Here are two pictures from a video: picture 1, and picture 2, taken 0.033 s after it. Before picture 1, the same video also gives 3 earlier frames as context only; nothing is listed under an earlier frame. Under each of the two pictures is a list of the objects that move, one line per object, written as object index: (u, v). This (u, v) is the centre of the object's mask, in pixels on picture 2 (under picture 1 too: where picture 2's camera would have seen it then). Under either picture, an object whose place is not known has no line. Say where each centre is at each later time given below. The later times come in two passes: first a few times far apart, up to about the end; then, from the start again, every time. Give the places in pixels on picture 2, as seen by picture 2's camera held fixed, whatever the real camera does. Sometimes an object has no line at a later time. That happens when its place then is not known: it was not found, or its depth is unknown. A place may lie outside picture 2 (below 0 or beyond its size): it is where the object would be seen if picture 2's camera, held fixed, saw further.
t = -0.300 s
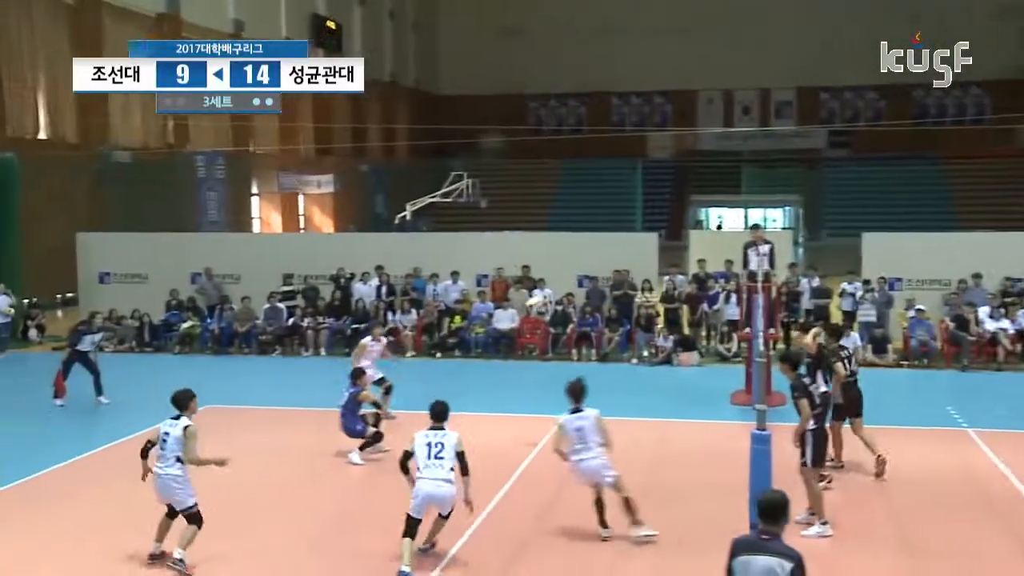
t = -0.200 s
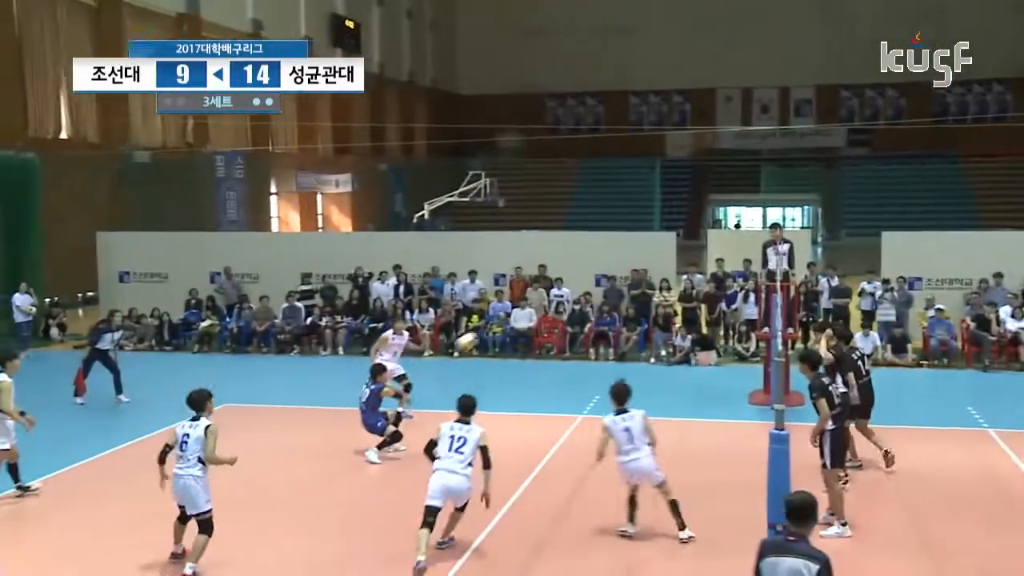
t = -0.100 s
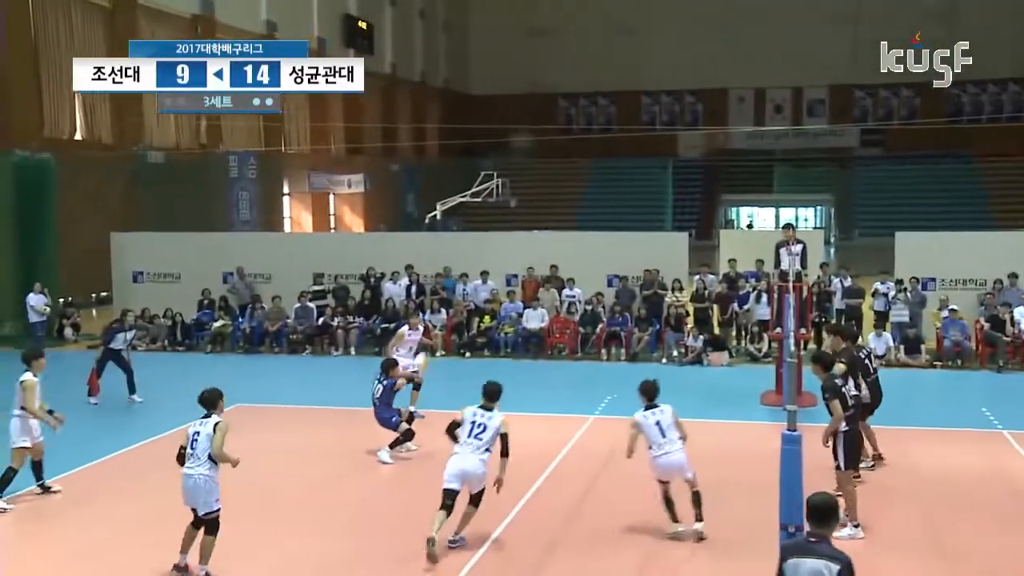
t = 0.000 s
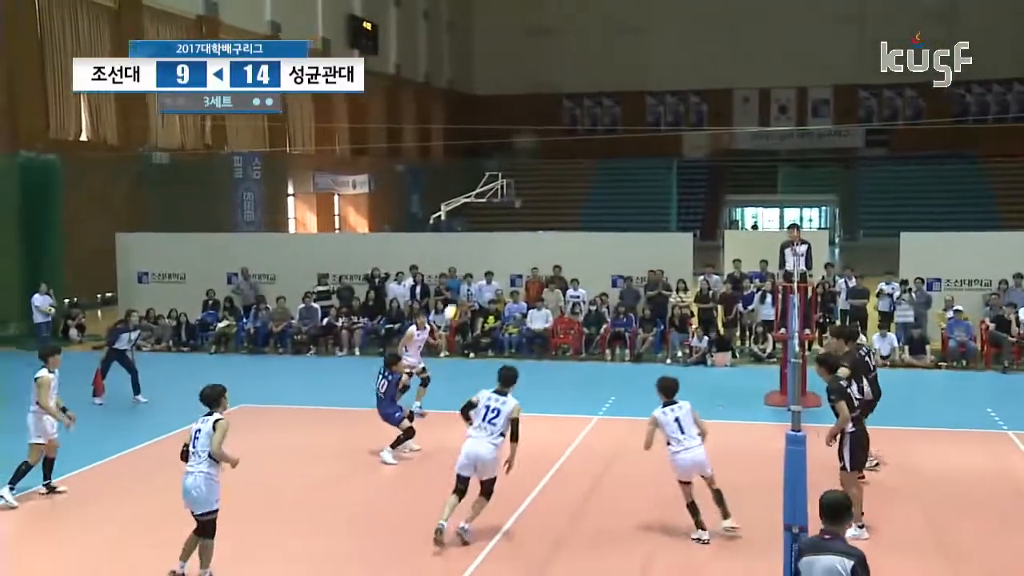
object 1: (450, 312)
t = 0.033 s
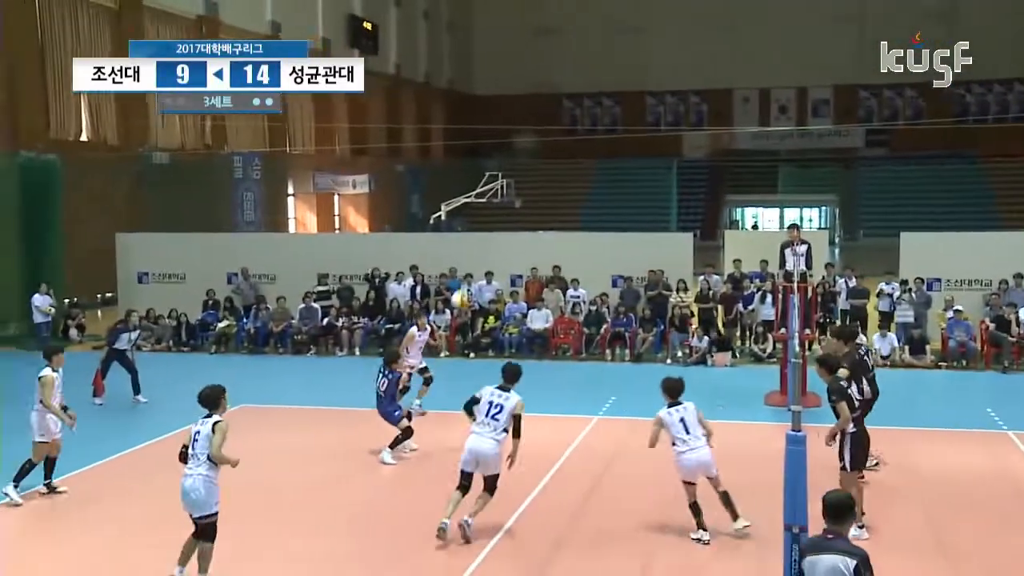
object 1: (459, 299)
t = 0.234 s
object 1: (511, 224)
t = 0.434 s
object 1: (563, 176)
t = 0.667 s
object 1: (628, 157)
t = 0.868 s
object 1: (686, 175)
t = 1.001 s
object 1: (724, 208)
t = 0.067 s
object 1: (468, 284)
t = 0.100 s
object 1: (477, 270)
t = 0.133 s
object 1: (486, 258)
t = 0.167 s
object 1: (494, 245)
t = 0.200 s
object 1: (503, 234)
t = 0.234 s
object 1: (511, 224)
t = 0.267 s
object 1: (519, 215)
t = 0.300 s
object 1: (529, 205)
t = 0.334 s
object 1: (537, 197)
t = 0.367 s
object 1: (546, 190)
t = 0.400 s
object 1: (554, 183)
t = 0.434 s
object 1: (563, 176)
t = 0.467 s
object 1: (573, 171)
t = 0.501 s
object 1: (582, 167)
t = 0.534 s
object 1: (591, 163)
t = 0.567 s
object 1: (600, 160)
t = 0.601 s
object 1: (610, 157)
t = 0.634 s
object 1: (619, 157)
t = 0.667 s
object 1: (628, 157)
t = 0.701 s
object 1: (637, 157)
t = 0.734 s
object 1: (647, 159)
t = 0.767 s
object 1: (657, 162)
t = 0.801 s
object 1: (666, 166)
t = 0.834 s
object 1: (676, 170)
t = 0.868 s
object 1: (686, 175)
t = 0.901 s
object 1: (695, 182)
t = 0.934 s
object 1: (705, 191)
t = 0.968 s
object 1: (715, 200)
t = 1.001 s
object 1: (724, 208)
